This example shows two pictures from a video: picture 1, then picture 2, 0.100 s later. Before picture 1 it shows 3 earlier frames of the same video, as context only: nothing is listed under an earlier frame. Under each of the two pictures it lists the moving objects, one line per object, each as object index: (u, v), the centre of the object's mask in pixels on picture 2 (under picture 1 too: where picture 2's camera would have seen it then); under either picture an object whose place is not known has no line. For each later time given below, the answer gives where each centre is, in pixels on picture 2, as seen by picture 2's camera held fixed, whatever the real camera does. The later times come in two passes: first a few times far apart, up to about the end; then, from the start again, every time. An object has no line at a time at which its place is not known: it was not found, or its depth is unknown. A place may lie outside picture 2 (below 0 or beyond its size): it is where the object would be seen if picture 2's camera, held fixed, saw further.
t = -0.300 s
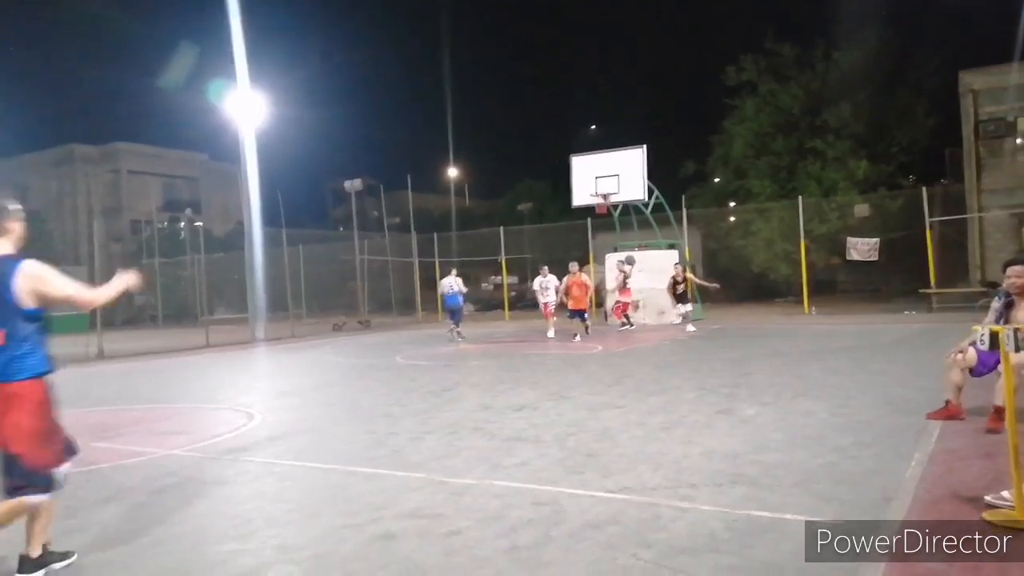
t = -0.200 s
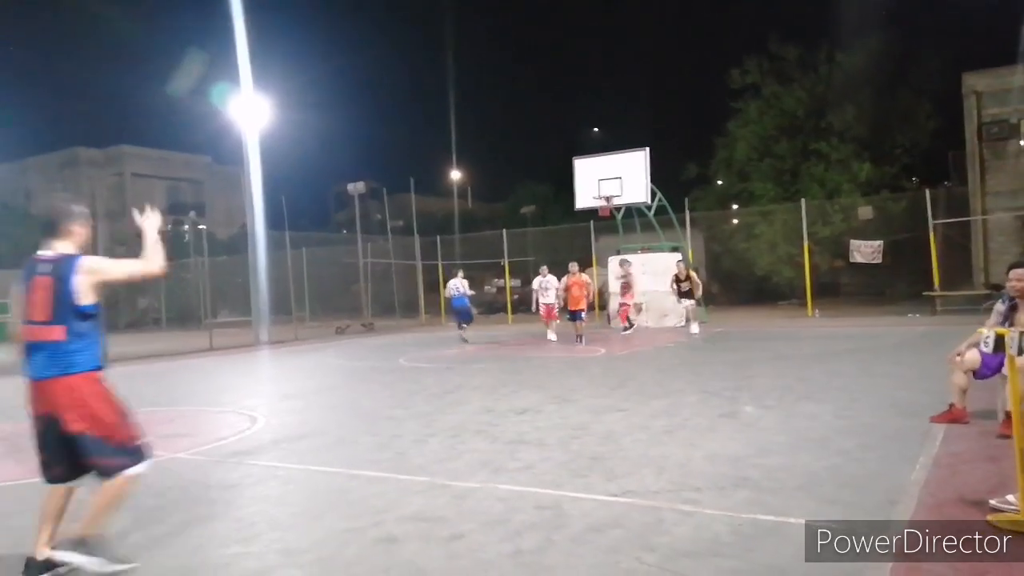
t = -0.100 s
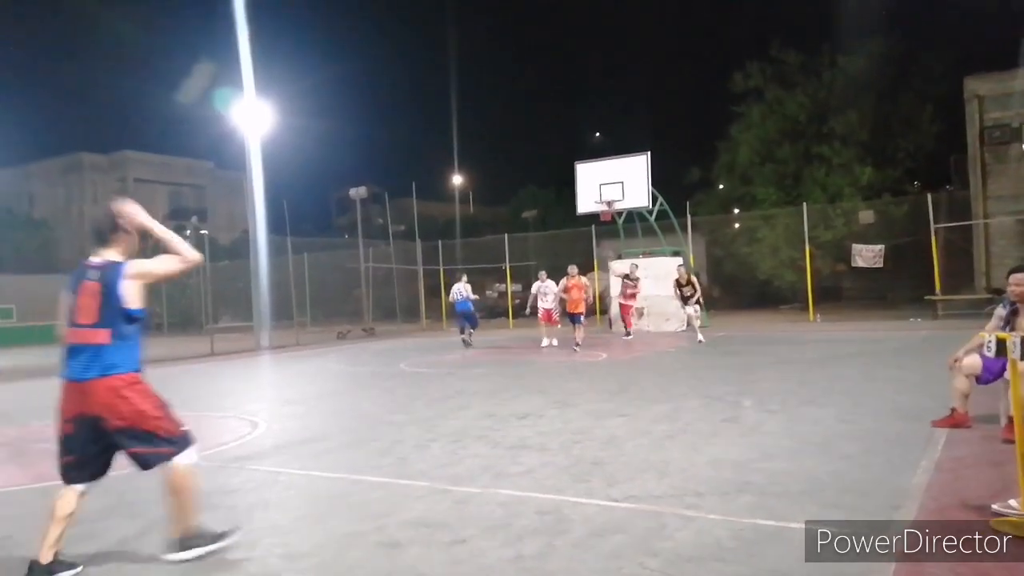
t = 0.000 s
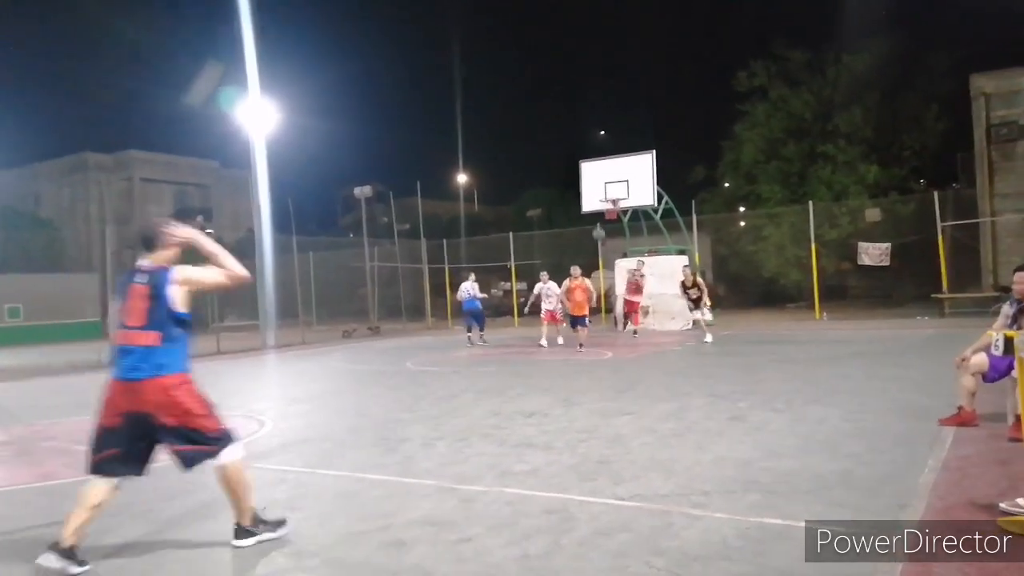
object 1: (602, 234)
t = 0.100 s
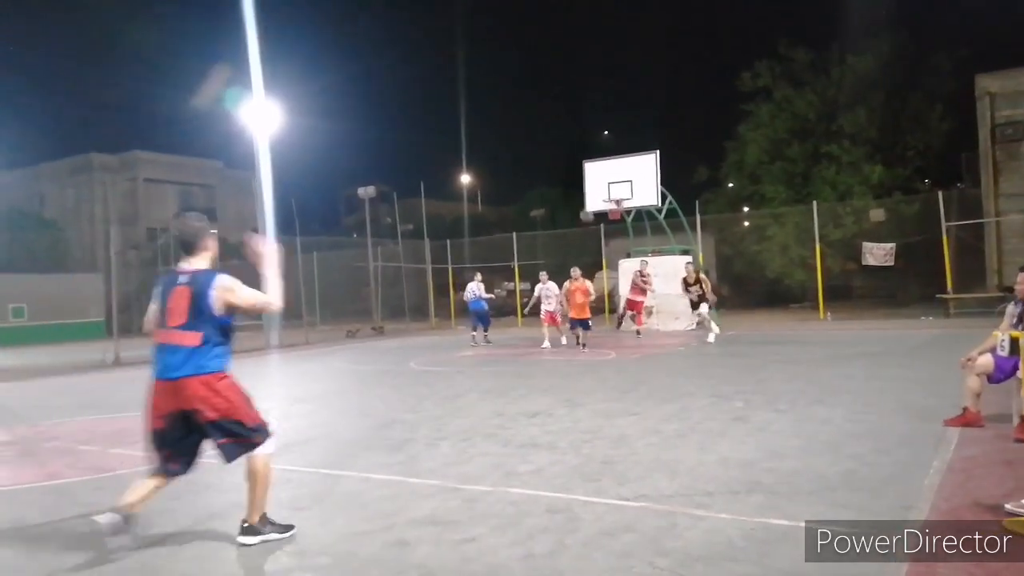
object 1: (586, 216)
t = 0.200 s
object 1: (568, 199)
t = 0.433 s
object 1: (513, 166)
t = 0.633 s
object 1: (442, 152)
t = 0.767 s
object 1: (373, 158)
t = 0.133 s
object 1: (580, 209)
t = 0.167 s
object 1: (574, 204)
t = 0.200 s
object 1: (568, 199)
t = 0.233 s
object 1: (562, 193)
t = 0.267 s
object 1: (555, 188)
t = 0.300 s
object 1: (547, 183)
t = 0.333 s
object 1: (540, 178)
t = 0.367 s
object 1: (531, 174)
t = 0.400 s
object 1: (522, 169)
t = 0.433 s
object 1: (513, 166)
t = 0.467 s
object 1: (503, 163)
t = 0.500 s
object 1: (493, 159)
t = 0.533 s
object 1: (482, 157)
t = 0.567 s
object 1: (470, 154)
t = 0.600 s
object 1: (456, 153)
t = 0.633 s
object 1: (442, 152)
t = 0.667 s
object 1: (427, 152)
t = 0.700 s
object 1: (410, 153)
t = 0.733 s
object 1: (392, 155)
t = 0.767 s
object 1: (373, 158)
